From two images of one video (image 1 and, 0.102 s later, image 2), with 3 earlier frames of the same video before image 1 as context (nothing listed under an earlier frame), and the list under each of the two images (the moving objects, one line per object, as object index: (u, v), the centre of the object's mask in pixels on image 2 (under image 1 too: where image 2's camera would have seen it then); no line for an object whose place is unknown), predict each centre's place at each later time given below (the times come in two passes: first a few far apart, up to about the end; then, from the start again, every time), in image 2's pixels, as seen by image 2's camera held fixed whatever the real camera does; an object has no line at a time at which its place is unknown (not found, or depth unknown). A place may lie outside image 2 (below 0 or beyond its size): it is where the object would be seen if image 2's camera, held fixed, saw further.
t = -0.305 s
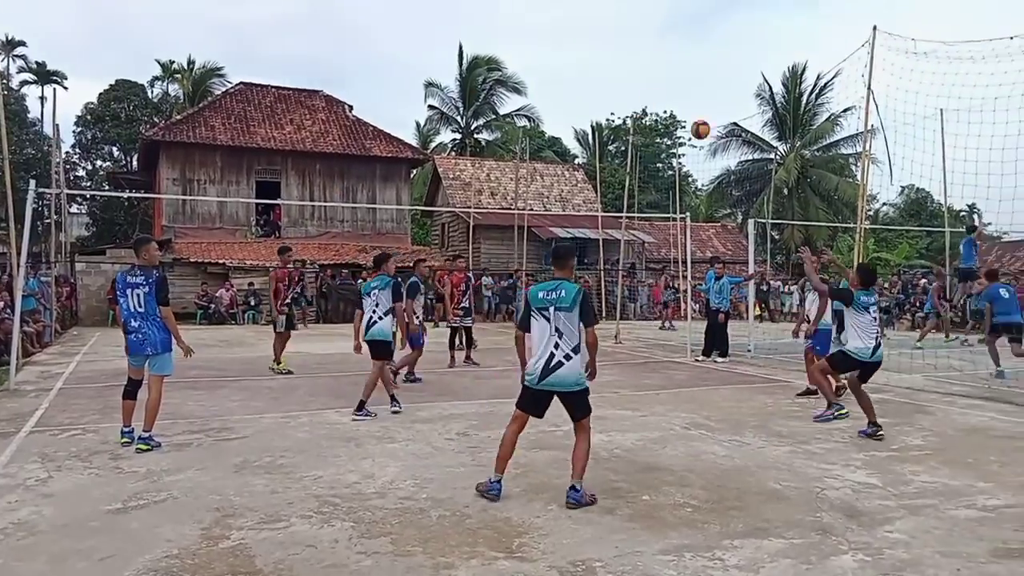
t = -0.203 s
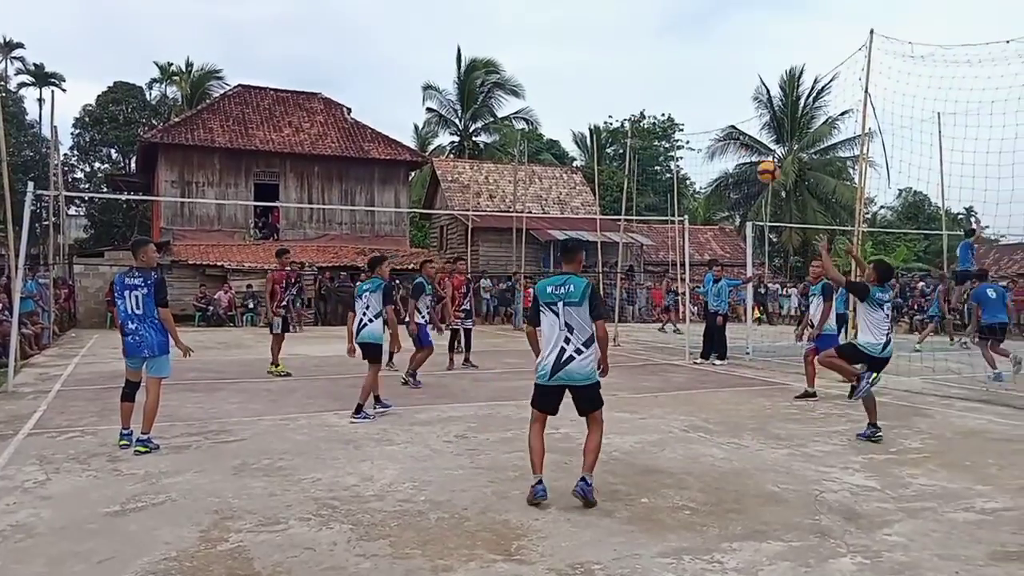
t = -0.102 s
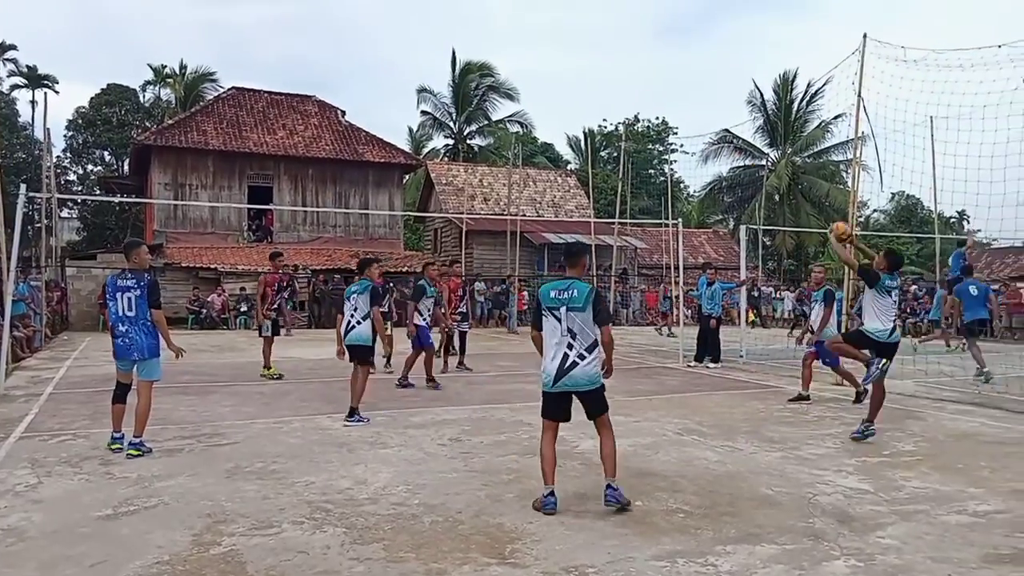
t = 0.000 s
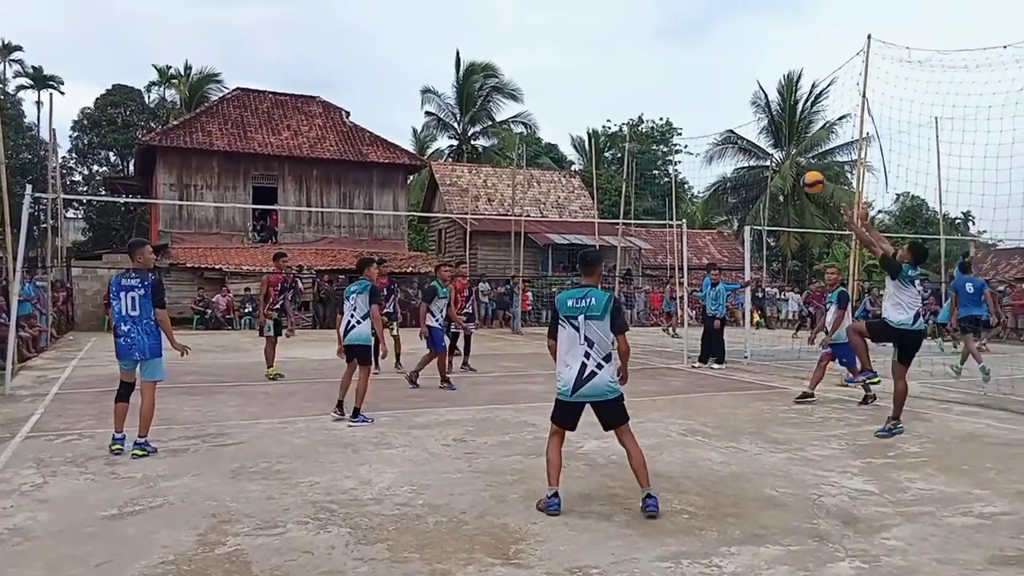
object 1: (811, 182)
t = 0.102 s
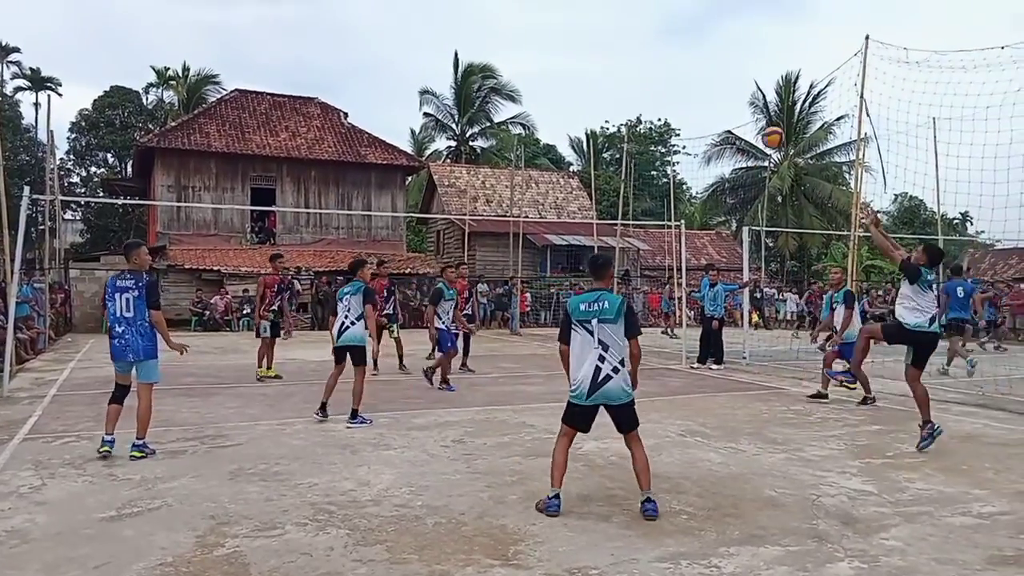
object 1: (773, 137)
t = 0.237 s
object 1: (727, 96)
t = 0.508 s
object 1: (649, 75)
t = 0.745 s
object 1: (593, 109)
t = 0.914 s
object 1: (560, 156)
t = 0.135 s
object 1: (760, 125)
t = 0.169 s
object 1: (748, 114)
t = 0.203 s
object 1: (737, 105)
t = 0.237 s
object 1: (727, 96)
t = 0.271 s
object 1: (716, 89)
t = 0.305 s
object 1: (705, 84)
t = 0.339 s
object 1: (695, 80)
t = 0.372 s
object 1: (685, 77)
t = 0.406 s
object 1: (675, 75)
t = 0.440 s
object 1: (666, 74)
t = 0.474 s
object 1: (658, 74)
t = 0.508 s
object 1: (649, 75)
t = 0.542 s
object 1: (640, 77)
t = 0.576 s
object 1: (632, 80)
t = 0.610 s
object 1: (623, 85)
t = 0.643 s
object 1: (615, 90)
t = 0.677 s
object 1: (608, 95)
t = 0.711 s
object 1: (600, 102)
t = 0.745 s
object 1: (593, 109)
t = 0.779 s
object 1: (586, 117)
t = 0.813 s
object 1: (580, 126)
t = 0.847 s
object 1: (573, 135)
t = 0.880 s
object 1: (566, 145)
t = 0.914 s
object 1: (560, 156)
